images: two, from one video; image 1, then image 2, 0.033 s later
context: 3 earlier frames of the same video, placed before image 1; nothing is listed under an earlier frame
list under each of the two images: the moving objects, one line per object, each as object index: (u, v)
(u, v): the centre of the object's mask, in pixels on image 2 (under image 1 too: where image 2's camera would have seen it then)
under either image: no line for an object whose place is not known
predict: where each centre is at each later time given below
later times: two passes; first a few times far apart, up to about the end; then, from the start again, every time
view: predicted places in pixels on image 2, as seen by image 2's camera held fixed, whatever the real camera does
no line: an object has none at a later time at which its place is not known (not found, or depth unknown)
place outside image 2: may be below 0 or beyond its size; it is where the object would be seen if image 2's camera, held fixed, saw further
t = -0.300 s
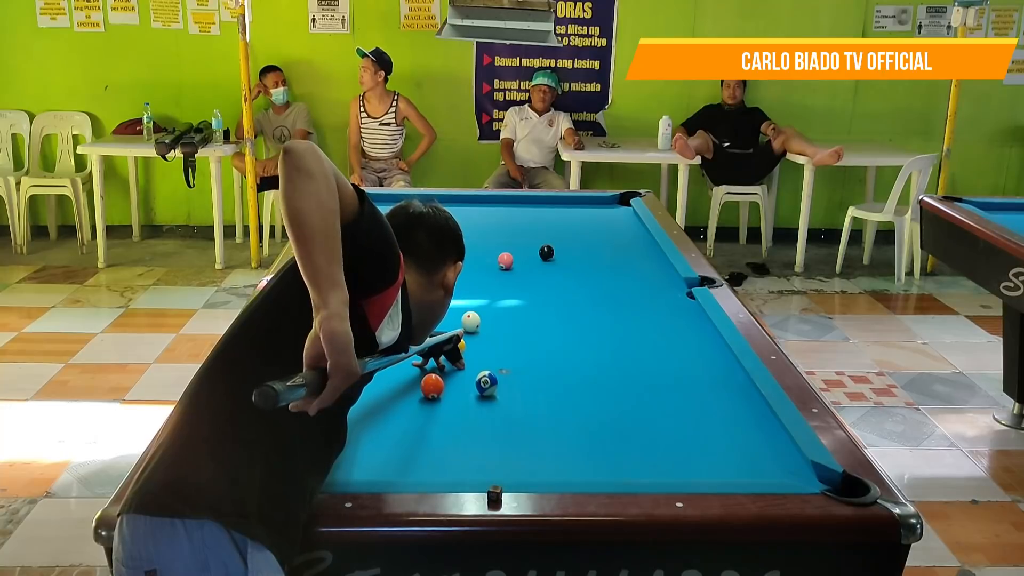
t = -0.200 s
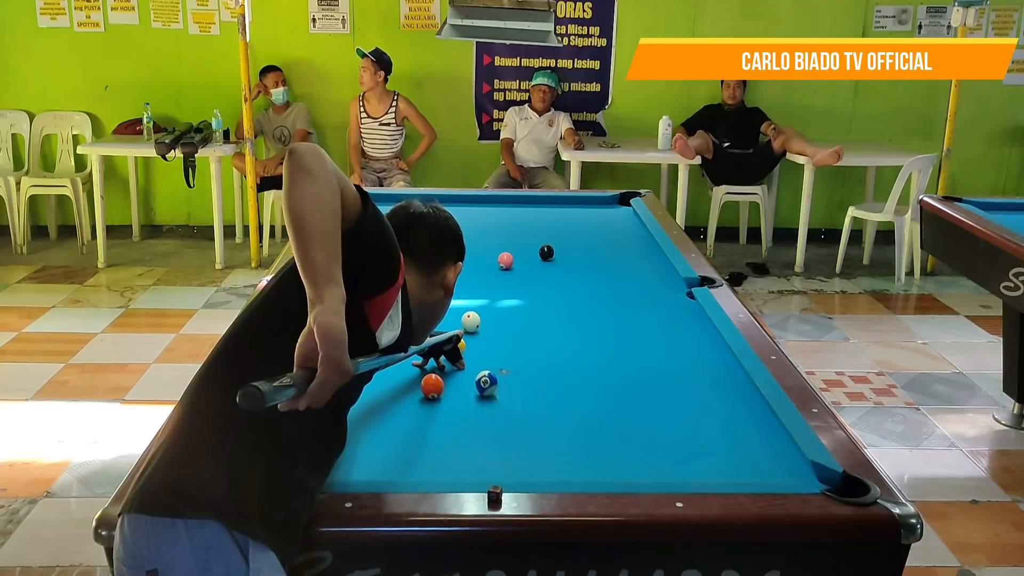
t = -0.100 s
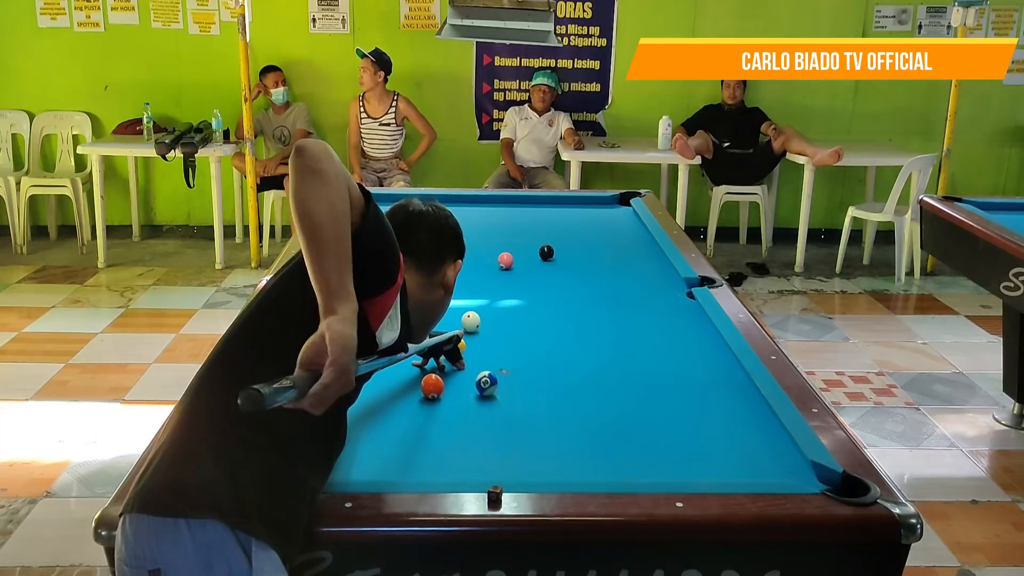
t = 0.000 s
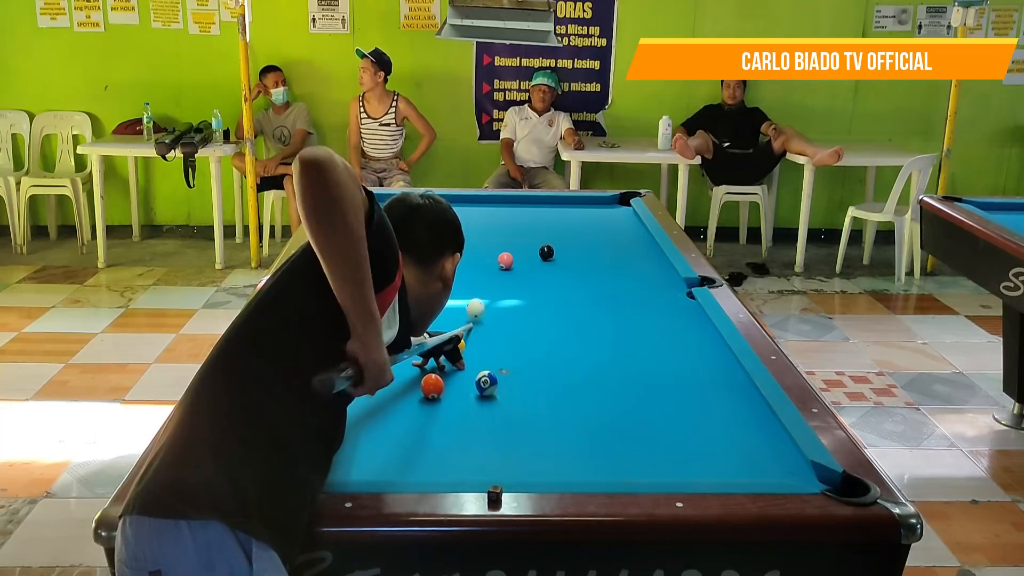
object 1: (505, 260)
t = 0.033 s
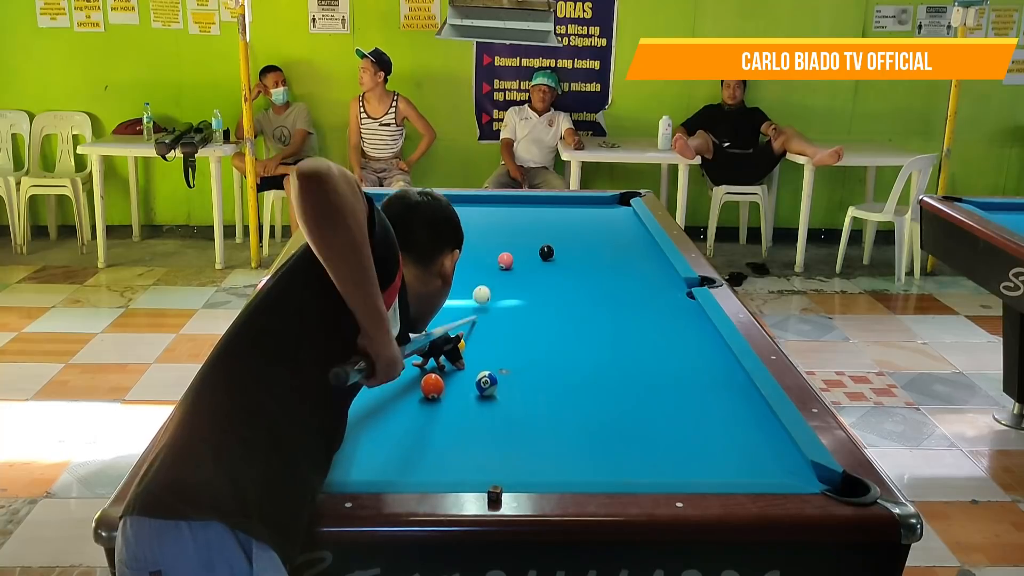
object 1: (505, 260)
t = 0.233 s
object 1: (533, 244)
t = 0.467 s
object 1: (585, 214)
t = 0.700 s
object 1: (620, 203)
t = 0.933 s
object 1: (593, 210)
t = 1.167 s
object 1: (565, 216)
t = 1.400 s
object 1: (537, 223)
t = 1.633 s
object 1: (509, 229)
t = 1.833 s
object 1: (484, 235)
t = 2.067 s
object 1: (454, 242)
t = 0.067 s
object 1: (505, 260)
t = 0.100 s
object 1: (505, 260)
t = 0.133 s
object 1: (506, 260)
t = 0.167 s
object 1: (512, 256)
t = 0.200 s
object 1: (523, 250)
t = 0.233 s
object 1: (533, 244)
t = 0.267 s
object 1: (542, 238)
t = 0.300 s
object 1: (551, 234)
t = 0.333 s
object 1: (559, 229)
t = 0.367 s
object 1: (566, 225)
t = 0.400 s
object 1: (573, 221)
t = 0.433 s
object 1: (579, 217)
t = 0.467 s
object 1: (585, 214)
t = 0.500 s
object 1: (591, 210)
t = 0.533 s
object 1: (597, 207)
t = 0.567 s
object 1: (602, 203)
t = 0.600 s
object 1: (608, 200)
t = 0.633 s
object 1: (615, 200)
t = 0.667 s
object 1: (623, 202)
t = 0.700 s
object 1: (620, 203)
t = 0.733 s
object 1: (616, 205)
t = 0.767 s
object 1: (612, 206)
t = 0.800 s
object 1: (608, 207)
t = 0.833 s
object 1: (604, 208)
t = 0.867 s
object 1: (600, 208)
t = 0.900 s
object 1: (597, 209)
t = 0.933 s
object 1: (593, 210)
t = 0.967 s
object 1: (589, 211)
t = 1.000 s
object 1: (585, 212)
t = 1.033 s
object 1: (581, 213)
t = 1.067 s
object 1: (577, 214)
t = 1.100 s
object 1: (573, 214)
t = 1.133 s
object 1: (569, 216)
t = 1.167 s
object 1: (565, 216)
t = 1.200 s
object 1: (561, 217)
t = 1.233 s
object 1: (558, 218)
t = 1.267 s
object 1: (554, 219)
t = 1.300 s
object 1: (549, 220)
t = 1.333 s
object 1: (545, 221)
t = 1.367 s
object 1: (542, 222)
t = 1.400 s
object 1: (537, 223)
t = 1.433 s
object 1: (533, 224)
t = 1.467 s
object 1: (529, 225)
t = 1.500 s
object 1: (525, 225)
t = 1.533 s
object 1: (522, 226)
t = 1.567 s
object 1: (517, 227)
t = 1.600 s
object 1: (513, 228)
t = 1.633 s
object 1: (509, 229)
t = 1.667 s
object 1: (505, 230)
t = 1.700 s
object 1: (501, 231)
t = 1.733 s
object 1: (496, 232)
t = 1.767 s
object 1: (492, 233)
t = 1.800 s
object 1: (488, 234)
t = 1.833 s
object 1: (484, 235)
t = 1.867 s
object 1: (480, 236)
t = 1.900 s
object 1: (475, 237)
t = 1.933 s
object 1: (471, 238)
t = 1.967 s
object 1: (467, 239)
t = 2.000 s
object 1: (463, 240)
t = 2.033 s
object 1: (458, 241)
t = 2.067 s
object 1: (454, 242)
